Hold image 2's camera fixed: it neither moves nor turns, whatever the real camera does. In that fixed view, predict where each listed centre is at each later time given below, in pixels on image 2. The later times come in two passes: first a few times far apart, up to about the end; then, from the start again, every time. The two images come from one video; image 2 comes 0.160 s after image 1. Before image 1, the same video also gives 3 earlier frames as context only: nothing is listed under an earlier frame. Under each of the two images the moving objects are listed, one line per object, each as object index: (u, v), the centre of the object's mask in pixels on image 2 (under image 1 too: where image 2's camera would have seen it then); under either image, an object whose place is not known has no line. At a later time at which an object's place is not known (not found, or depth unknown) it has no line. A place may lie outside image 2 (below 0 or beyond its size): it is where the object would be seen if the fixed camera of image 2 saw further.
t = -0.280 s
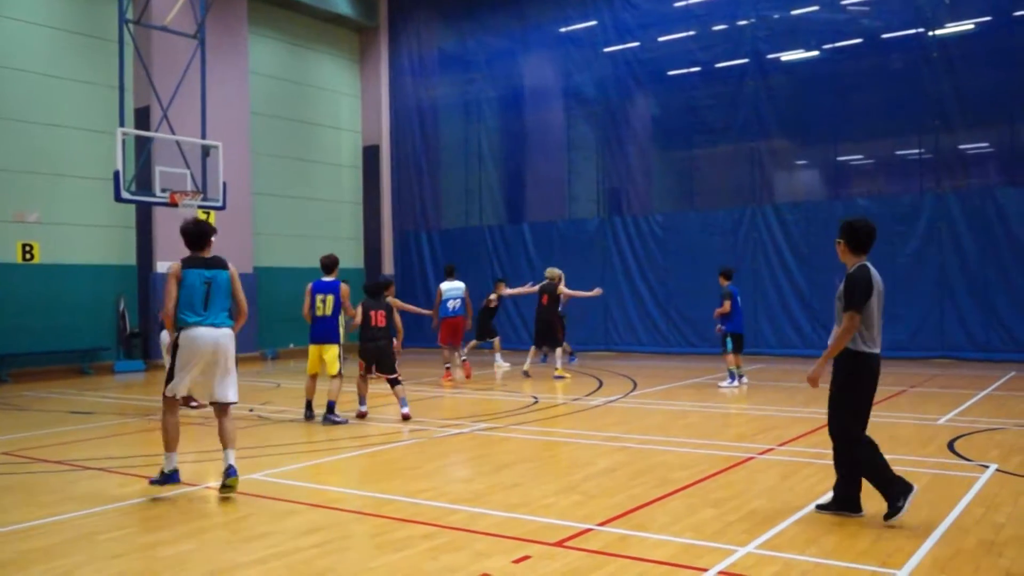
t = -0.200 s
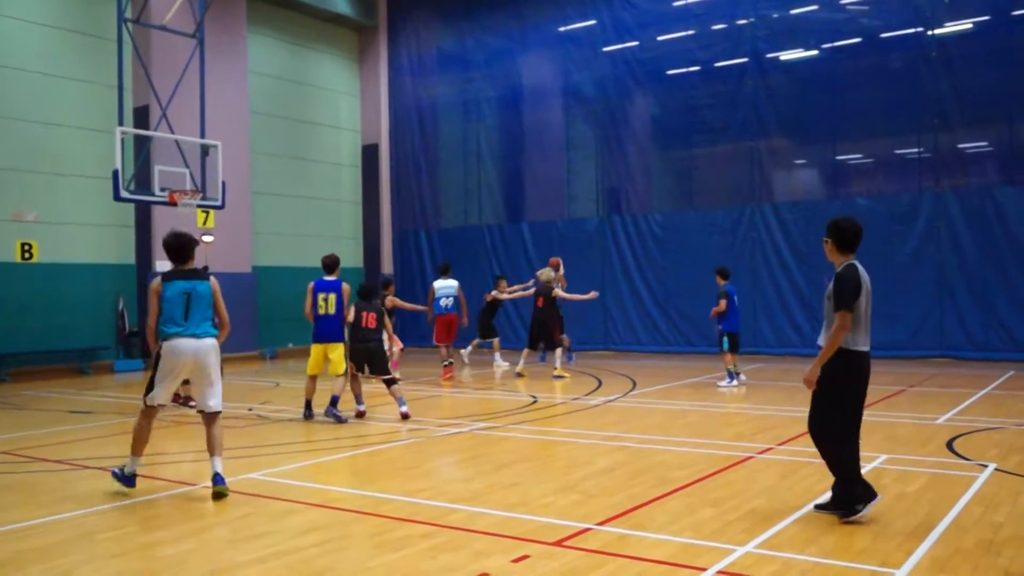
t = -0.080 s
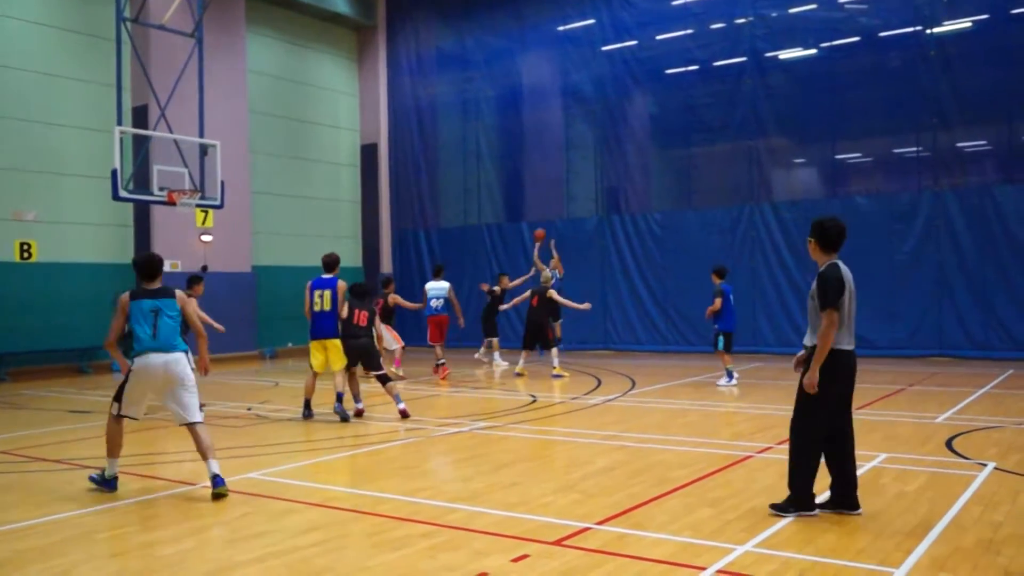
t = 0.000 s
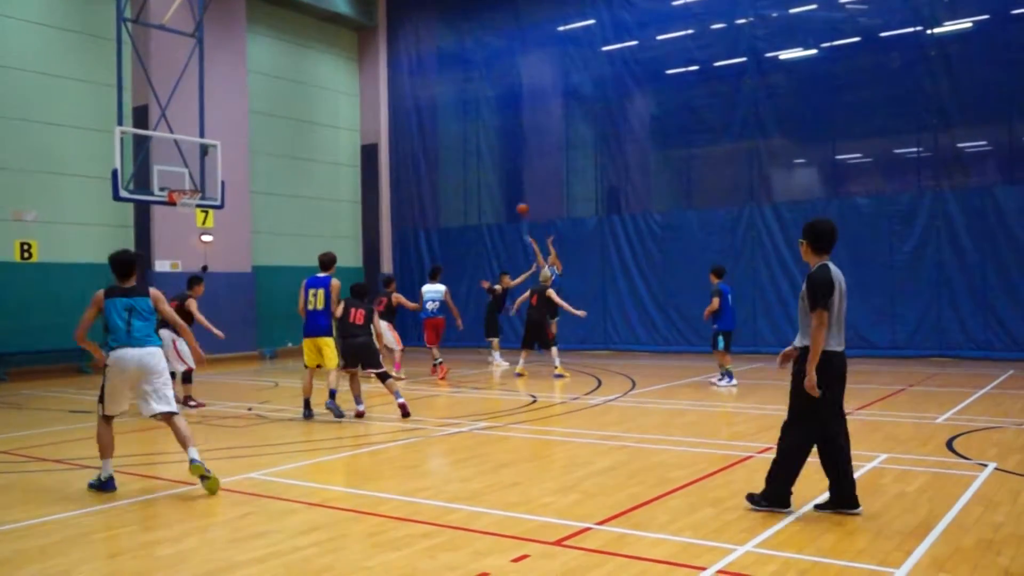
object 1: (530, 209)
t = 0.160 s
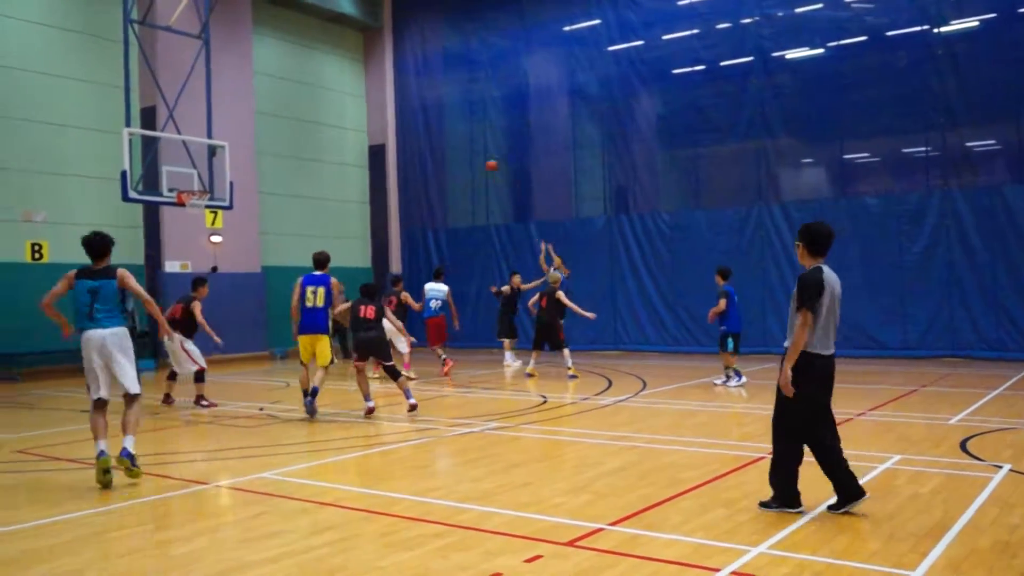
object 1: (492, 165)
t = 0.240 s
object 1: (475, 148)
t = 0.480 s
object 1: (415, 114)
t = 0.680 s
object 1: (369, 109)
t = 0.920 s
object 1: (302, 131)
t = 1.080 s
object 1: (254, 167)
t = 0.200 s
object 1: (485, 157)
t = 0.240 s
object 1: (475, 148)
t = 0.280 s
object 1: (467, 141)
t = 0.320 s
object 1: (459, 135)
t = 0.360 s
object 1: (450, 128)
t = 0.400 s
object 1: (439, 123)
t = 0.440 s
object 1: (427, 119)
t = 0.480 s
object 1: (415, 114)
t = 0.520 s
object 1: (404, 111)
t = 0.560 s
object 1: (394, 111)
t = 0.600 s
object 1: (385, 109)
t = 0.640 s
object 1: (378, 109)
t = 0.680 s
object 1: (369, 109)
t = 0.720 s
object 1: (358, 111)
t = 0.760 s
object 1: (347, 113)
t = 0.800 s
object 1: (336, 116)
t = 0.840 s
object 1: (325, 121)
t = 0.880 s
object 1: (313, 126)
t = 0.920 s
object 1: (302, 131)
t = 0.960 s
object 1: (289, 138)
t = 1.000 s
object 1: (278, 147)
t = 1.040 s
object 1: (266, 156)
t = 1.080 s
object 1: (254, 167)
